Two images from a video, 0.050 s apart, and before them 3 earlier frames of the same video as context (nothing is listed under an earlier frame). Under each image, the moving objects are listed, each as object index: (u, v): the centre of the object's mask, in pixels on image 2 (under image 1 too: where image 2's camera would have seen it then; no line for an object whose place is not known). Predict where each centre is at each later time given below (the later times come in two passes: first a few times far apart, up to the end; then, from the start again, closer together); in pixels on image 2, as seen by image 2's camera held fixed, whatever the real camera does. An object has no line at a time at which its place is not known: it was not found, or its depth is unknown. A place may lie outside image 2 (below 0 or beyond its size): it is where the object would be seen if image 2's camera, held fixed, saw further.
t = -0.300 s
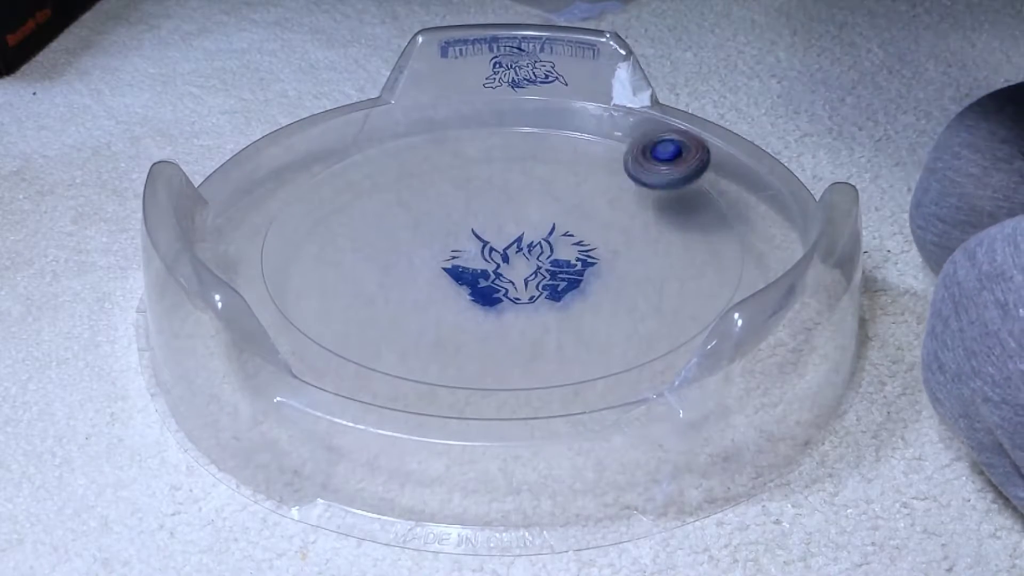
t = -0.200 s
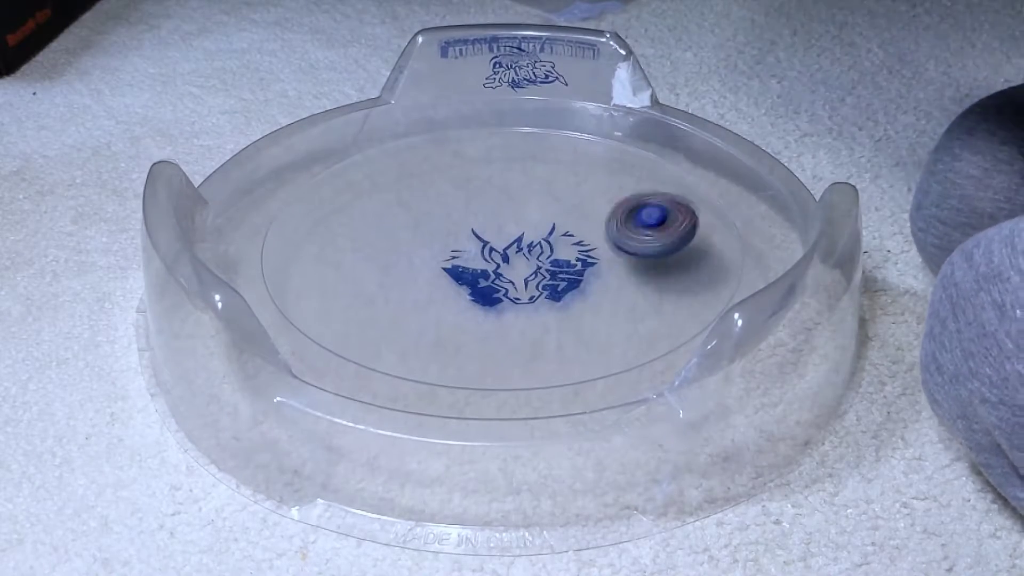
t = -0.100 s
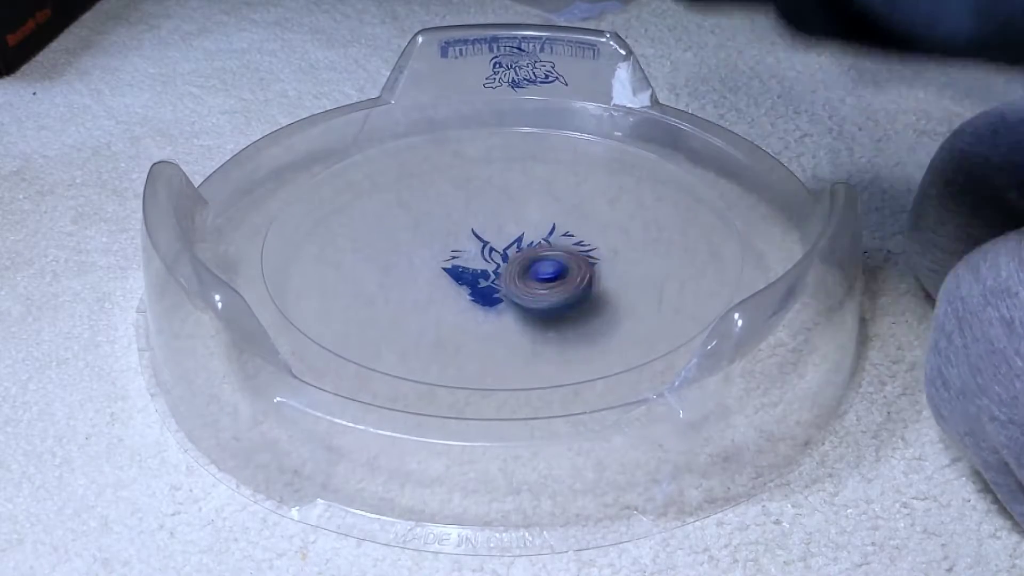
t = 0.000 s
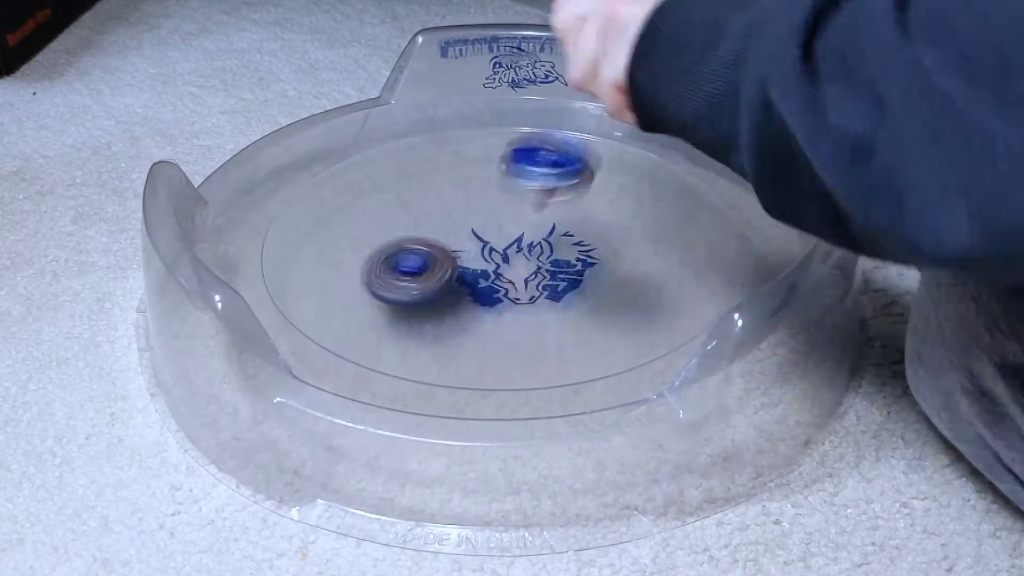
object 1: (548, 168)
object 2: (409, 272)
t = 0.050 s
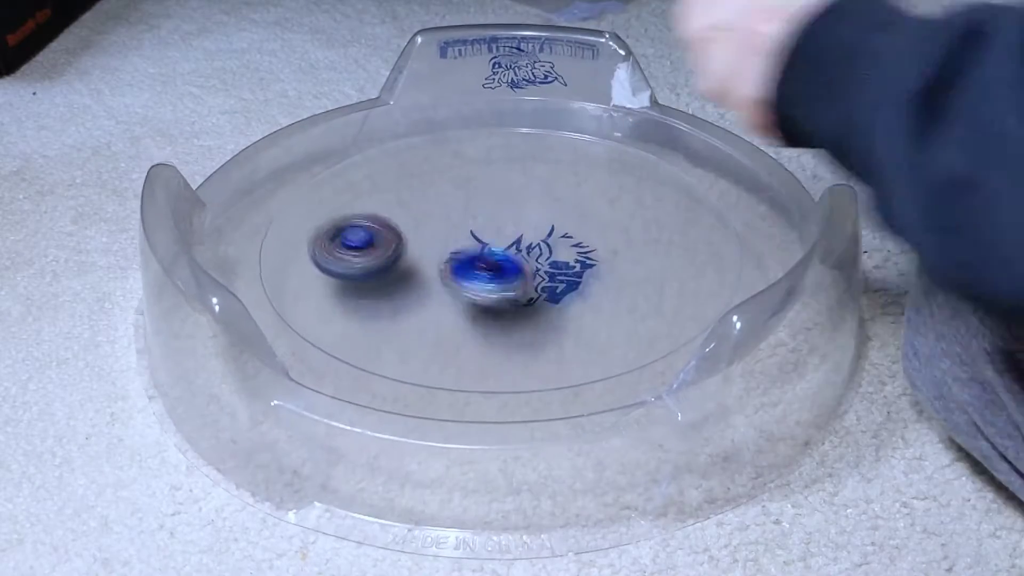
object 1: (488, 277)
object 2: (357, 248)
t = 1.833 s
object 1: (385, 270)
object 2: (453, 235)
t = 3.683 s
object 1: (656, 162)
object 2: (570, 224)
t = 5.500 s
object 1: (419, 308)
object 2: (398, 135)
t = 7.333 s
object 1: (618, 170)
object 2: (474, 283)
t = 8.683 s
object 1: (464, 305)
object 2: (508, 207)
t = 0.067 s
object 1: (476, 247)
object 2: (343, 236)
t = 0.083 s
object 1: (468, 226)
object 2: (332, 226)
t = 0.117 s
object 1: (448, 194)
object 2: (315, 203)
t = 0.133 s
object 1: (438, 186)
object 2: (310, 191)
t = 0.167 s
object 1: (422, 183)
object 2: (305, 170)
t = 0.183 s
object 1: (416, 188)
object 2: (308, 160)
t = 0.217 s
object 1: (401, 213)
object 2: (328, 147)
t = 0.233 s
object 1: (394, 227)
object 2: (341, 145)
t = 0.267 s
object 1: (382, 212)
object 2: (371, 138)
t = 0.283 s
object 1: (375, 211)
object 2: (385, 135)
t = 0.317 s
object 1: (366, 221)
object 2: (410, 127)
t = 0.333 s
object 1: (361, 233)
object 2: (424, 124)
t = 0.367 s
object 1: (357, 245)
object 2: (451, 120)
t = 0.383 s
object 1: (356, 251)
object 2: (465, 120)
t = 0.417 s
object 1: (357, 270)
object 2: (495, 124)
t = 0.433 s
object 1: (360, 276)
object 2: (509, 128)
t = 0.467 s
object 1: (373, 291)
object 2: (536, 139)
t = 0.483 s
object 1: (385, 296)
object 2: (551, 147)
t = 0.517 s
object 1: (418, 303)
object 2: (575, 167)
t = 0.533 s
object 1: (437, 304)
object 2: (586, 177)
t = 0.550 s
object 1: (456, 303)
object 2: (594, 188)
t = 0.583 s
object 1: (488, 296)
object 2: (606, 212)
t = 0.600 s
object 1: (500, 290)
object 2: (608, 224)
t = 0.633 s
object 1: (517, 274)
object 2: (605, 249)
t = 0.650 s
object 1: (507, 265)
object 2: (622, 253)
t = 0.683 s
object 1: (479, 247)
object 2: (677, 263)
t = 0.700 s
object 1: (465, 241)
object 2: (696, 263)
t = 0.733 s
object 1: (440, 226)
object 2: (728, 269)
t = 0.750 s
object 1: (430, 220)
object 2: (728, 265)
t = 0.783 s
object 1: (405, 212)
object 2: (722, 268)
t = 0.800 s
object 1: (393, 209)
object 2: (716, 275)
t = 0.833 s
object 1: (364, 206)
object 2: (696, 286)
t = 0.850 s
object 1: (350, 207)
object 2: (681, 289)
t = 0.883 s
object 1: (324, 211)
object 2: (644, 295)
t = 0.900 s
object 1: (312, 215)
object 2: (627, 295)
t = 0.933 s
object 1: (293, 226)
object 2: (590, 301)
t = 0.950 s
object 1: (288, 232)
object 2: (572, 302)
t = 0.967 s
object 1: (284, 239)
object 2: (556, 303)
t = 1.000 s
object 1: (285, 254)
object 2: (525, 301)
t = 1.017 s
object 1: (291, 261)
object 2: (510, 301)
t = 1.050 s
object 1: (314, 275)
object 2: (488, 298)
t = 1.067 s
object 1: (330, 280)
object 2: (479, 296)
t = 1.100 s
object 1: (366, 289)
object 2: (466, 290)
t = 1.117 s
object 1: (368, 290)
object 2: (478, 283)
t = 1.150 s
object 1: (371, 296)
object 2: (508, 276)
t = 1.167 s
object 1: (378, 297)
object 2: (521, 268)
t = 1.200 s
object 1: (400, 300)
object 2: (541, 257)
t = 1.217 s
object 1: (415, 299)
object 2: (551, 251)
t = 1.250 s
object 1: (443, 294)
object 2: (572, 244)
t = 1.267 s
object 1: (455, 291)
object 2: (581, 240)
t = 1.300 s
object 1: (473, 279)
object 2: (602, 236)
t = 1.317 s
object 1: (479, 272)
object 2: (613, 234)
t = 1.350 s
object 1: (484, 256)
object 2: (633, 234)
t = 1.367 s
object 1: (483, 247)
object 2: (641, 236)
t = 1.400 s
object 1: (476, 230)
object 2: (659, 240)
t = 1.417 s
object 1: (470, 222)
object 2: (666, 243)
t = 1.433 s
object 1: (462, 213)
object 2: (673, 248)
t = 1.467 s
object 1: (441, 198)
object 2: (681, 258)
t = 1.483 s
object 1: (429, 192)
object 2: (682, 265)
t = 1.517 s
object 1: (402, 183)
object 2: (678, 279)
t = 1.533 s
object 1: (388, 180)
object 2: (671, 285)
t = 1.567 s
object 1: (361, 178)
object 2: (649, 297)
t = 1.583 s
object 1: (347, 179)
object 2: (634, 302)
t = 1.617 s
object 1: (322, 183)
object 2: (600, 310)
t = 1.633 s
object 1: (312, 187)
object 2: (581, 311)
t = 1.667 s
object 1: (297, 197)
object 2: (544, 309)
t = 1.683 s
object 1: (294, 204)
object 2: (526, 306)
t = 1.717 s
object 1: (295, 219)
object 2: (495, 296)
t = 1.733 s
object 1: (300, 226)
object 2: (481, 290)
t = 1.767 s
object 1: (318, 242)
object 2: (465, 275)
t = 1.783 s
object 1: (332, 250)
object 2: (457, 264)
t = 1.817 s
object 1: (365, 265)
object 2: (453, 247)
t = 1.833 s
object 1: (385, 270)
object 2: (453, 235)
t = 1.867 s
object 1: (424, 274)
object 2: (456, 215)
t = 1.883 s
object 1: (444, 274)
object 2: (462, 204)
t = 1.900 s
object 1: (462, 272)
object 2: (468, 194)
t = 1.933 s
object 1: (495, 263)
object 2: (486, 177)
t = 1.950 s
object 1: (510, 255)
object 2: (496, 169)
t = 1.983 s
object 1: (533, 238)
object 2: (521, 155)
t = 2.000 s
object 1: (541, 226)
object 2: (534, 148)
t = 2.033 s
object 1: (550, 204)
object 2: (562, 139)
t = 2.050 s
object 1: (550, 192)
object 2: (575, 135)
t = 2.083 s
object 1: (540, 171)
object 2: (607, 129)
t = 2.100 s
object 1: (531, 163)
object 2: (623, 128)
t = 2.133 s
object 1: (510, 146)
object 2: (647, 134)
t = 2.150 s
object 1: (497, 139)
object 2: (657, 143)
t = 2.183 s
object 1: (472, 129)
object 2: (678, 154)
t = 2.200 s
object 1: (459, 126)
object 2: (685, 160)
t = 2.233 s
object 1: (434, 121)
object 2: (700, 173)
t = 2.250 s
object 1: (420, 121)
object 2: (705, 180)
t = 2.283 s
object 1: (397, 124)
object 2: (708, 198)
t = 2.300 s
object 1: (385, 127)
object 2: (707, 207)
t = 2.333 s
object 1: (368, 137)
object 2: (696, 226)
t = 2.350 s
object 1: (361, 143)
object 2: (687, 237)
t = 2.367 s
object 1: (357, 151)
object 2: (677, 247)
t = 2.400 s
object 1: (353, 169)
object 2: (648, 266)
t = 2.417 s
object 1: (354, 179)
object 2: (632, 274)
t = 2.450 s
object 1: (362, 203)
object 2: (593, 288)
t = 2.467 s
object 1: (369, 215)
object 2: (572, 292)
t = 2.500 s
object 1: (392, 237)
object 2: (528, 296)
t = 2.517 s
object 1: (407, 246)
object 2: (506, 296)
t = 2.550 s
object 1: (433, 247)
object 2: (478, 305)
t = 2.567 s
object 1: (443, 239)
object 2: (473, 317)
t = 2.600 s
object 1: (460, 227)
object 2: (463, 340)
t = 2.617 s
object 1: (469, 222)
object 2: (456, 351)
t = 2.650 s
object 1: (487, 210)
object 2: (444, 351)
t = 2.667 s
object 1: (494, 205)
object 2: (439, 353)
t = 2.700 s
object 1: (506, 193)
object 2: (429, 366)
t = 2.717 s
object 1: (510, 187)
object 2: (421, 365)
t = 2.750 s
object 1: (515, 174)
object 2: (405, 366)
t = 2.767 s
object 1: (515, 168)
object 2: (395, 366)
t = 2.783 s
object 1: (514, 161)
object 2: (383, 363)
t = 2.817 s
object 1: (508, 150)
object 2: (358, 358)
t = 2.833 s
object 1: (502, 145)
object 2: (344, 355)
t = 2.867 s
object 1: (489, 138)
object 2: (335, 339)
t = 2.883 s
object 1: (481, 136)
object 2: (339, 335)
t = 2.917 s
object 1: (465, 137)
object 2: (343, 328)
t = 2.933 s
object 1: (458, 139)
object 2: (345, 323)
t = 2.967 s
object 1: (447, 149)
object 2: (348, 312)
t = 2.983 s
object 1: (444, 155)
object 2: (349, 305)
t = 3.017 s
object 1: (441, 171)
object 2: (355, 290)
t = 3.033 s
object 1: (442, 180)
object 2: (361, 282)
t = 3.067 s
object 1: (451, 196)
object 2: (375, 267)
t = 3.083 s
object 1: (459, 203)
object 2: (385, 260)
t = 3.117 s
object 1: (480, 216)
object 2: (409, 246)
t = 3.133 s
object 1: (508, 211)
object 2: (400, 248)
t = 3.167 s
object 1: (573, 187)
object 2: (364, 257)
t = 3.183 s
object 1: (599, 174)
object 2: (351, 259)
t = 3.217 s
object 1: (636, 151)
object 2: (327, 266)
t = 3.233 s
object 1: (650, 139)
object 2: (320, 266)
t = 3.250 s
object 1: (655, 131)
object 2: (314, 270)
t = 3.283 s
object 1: (653, 124)
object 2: (306, 275)
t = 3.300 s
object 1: (654, 119)
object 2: (306, 277)
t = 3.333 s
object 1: (661, 106)
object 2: (311, 278)
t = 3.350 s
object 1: (666, 101)
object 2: (316, 277)
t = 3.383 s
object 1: (659, 94)
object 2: (329, 271)
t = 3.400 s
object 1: (653, 94)
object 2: (337, 267)
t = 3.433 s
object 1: (634, 97)
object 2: (355, 260)
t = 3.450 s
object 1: (623, 106)
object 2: (365, 255)
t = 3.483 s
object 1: (611, 116)
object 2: (387, 246)
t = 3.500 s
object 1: (606, 122)
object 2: (401, 242)
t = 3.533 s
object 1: (602, 132)
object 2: (430, 236)
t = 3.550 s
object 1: (603, 136)
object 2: (445, 232)
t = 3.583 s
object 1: (609, 144)
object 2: (477, 227)
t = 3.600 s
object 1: (615, 149)
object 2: (493, 226)
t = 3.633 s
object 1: (629, 155)
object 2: (524, 223)
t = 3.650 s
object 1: (637, 159)
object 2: (539, 223)
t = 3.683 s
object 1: (656, 162)
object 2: (570, 224)
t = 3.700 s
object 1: (666, 164)
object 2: (584, 225)
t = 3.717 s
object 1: (676, 166)
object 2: (597, 227)
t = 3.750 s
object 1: (697, 166)
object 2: (622, 232)
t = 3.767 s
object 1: (700, 167)
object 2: (634, 235)
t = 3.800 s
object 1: (698, 175)
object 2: (658, 242)
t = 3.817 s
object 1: (694, 179)
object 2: (668, 246)
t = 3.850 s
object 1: (692, 185)
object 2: (685, 254)
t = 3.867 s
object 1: (694, 188)
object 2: (692, 260)
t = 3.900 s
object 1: (701, 195)
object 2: (702, 272)
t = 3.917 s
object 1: (707, 198)
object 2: (706, 278)
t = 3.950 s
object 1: (722, 202)
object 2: (700, 289)
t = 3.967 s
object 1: (727, 204)
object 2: (691, 296)
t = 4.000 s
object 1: (720, 210)
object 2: (673, 307)
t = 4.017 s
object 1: (719, 211)
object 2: (663, 313)
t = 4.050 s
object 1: (722, 217)
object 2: (636, 320)
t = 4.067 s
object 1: (726, 219)
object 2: (622, 323)
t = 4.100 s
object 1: (727, 222)
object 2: (591, 325)
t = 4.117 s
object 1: (722, 225)
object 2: (576, 324)
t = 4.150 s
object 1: (717, 229)
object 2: (544, 321)
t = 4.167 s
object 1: (717, 231)
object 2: (529, 318)
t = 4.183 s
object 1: (717, 233)
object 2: (514, 314)
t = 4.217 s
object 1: (720, 242)
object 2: (492, 303)
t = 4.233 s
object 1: (724, 244)
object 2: (482, 296)
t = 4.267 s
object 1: (725, 248)
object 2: (470, 281)
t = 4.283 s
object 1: (719, 251)
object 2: (467, 274)
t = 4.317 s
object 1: (712, 255)
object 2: (463, 257)
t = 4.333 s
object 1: (710, 258)
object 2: (464, 249)
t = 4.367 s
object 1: (708, 264)
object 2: (467, 233)
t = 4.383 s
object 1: (708, 269)
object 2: (471, 223)
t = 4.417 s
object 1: (711, 277)
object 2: (481, 207)
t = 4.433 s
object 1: (709, 279)
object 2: (488, 200)
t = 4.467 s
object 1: (701, 282)
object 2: (503, 187)
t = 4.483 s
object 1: (699, 285)
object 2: (513, 180)
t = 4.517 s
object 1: (695, 290)
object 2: (532, 170)
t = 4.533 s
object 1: (694, 293)
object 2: (543, 166)
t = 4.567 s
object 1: (686, 296)
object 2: (566, 157)
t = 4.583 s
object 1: (681, 296)
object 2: (578, 154)
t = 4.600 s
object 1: (676, 297)
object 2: (590, 151)
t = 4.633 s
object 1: (667, 301)
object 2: (614, 148)
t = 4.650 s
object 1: (662, 304)
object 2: (625, 147)
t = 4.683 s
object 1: (652, 310)
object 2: (647, 147)
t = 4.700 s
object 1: (647, 315)
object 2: (657, 148)
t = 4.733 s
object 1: (637, 322)
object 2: (677, 155)
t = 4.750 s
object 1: (631, 326)
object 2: (684, 159)
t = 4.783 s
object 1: (622, 332)
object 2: (695, 170)
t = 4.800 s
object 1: (616, 333)
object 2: (697, 176)
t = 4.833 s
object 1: (606, 333)
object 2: (695, 191)
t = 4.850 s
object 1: (601, 334)
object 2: (692, 200)
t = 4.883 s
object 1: (589, 336)
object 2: (681, 216)
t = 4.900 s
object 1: (583, 338)
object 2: (674, 225)
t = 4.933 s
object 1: (569, 341)
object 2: (653, 242)
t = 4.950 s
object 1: (561, 343)
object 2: (641, 250)
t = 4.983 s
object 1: (547, 346)
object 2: (611, 264)
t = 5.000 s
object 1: (539, 347)
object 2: (596, 270)
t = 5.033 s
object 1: (525, 348)
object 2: (563, 279)
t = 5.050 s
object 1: (518, 350)
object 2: (545, 282)
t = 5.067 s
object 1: (512, 350)
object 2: (526, 282)
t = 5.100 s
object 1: (499, 350)
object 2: (492, 282)
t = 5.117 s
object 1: (494, 350)
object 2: (474, 280)
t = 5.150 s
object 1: (483, 349)
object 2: (444, 274)
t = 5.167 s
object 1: (476, 349)
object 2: (430, 268)
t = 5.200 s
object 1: (465, 348)
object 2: (402, 256)
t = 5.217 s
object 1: (459, 347)
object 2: (393, 251)
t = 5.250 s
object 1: (448, 345)
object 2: (374, 236)
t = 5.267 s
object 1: (443, 344)
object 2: (367, 229)
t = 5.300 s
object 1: (433, 340)
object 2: (359, 213)
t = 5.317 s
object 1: (430, 339)
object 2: (356, 205)
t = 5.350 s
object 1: (423, 334)
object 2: (354, 189)
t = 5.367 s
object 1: (421, 332)
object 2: (355, 181)
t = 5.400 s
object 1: (417, 326)
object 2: (359, 166)
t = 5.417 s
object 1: (416, 324)
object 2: (364, 160)
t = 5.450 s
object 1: (416, 317)
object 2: (374, 148)
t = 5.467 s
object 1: (417, 315)
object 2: (381, 143)
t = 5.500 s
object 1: (419, 308)
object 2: (398, 135)
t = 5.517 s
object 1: (420, 304)
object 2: (409, 133)
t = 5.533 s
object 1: (419, 301)
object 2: (419, 132)
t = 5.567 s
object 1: (418, 292)
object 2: (443, 132)
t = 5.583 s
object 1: (416, 288)
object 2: (454, 134)
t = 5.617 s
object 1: (410, 279)
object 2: (480, 139)
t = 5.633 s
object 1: (407, 276)
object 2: (493, 143)
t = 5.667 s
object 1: (400, 266)
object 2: (517, 154)
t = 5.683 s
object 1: (396, 262)
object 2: (528, 160)
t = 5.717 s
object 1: (386, 254)
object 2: (549, 173)
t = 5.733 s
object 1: (381, 250)
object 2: (558, 181)
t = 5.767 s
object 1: (371, 243)
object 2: (574, 198)
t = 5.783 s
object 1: (366, 239)
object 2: (579, 207)
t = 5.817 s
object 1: (356, 233)
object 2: (588, 226)
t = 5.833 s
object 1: (352, 231)
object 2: (590, 234)
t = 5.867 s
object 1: (343, 227)
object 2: (592, 250)
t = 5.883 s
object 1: (339, 226)
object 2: (591, 259)
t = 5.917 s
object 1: (334, 224)
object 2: (585, 275)
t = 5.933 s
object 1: (333, 224)
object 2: (581, 283)
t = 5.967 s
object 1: (334, 225)
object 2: (567, 295)
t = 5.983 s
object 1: (337, 225)
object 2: (559, 302)
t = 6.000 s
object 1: (340, 226)
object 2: (550, 307)
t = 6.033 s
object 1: (350, 228)
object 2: (528, 318)
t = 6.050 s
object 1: (356, 229)
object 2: (516, 322)
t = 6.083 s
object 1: (370, 230)
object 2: (488, 328)
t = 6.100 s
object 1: (378, 230)
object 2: (473, 330)
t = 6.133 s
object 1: (394, 228)
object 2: (442, 332)
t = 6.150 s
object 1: (401, 226)
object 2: (427, 332)
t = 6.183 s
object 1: (416, 223)
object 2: (397, 329)
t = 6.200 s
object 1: (423, 220)
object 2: (383, 326)
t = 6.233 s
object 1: (434, 213)
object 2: (357, 319)
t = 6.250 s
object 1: (439, 209)
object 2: (346, 314)
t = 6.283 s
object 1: (447, 201)
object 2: (330, 302)
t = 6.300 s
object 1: (452, 196)
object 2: (325, 296)
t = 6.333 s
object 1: (457, 188)
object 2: (320, 283)
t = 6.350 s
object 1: (458, 183)
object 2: (320, 276)
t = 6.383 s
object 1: (461, 175)
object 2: (328, 262)
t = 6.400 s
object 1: (461, 171)
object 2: (333, 256)
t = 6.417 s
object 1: (461, 167)
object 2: (339, 249)
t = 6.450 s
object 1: (460, 160)
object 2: (357, 238)
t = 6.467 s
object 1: (459, 157)
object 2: (367, 233)
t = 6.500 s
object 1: (456, 152)
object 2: (391, 224)
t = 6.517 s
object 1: (455, 151)
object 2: (404, 221)
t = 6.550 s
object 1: (453, 151)
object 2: (429, 214)
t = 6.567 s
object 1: (451, 152)
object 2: (445, 211)
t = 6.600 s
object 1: (449, 150)
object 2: (473, 210)
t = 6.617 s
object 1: (448, 149)
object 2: (488, 211)
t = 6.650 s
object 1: (447, 149)
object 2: (519, 215)
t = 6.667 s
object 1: (448, 149)
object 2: (534, 214)
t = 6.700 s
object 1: (449, 152)
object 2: (562, 213)
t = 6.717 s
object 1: (450, 154)
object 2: (576, 214)
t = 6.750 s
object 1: (455, 159)
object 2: (602, 215)
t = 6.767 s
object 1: (458, 163)
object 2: (616, 216)
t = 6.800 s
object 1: (468, 170)
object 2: (638, 219)
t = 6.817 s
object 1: (473, 172)
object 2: (650, 222)
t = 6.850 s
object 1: (486, 178)
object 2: (670, 227)
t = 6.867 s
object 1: (494, 181)
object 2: (679, 230)
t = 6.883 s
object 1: (500, 182)
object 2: (687, 235)
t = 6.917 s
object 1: (516, 186)
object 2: (701, 243)
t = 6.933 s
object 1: (524, 186)
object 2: (707, 248)
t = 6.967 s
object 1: (539, 187)
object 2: (714, 258)
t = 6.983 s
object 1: (547, 187)
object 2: (715, 264)
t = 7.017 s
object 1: (561, 186)
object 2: (712, 275)
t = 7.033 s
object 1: (569, 185)
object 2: (706, 281)
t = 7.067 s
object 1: (581, 183)
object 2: (690, 292)
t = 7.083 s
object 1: (588, 181)
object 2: (680, 298)
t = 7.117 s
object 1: (599, 177)
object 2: (654, 305)
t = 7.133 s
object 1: (604, 175)
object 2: (639, 308)
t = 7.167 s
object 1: (612, 170)
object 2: (608, 312)
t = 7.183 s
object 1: (615, 168)
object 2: (593, 313)
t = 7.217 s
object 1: (619, 166)
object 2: (560, 312)
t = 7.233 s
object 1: (620, 165)
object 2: (546, 310)
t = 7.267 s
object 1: (621, 165)
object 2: (517, 304)
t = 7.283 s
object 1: (621, 166)
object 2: (505, 299)
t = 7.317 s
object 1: (619, 168)
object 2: (481, 289)
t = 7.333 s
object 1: (618, 170)
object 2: (474, 283)
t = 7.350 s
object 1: (615, 172)
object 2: (466, 277)
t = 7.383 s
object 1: (610, 179)
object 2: (453, 262)
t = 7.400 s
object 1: (608, 182)
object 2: (449, 254)
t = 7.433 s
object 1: (604, 191)
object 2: (444, 239)
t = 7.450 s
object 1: (603, 196)
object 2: (443, 232)
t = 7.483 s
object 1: (601, 206)
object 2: (442, 217)
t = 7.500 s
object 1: (601, 210)
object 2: (444, 210)
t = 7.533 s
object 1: (603, 219)
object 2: (449, 197)
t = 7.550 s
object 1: (604, 224)
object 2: (454, 190)
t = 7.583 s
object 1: (609, 232)
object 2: (464, 178)
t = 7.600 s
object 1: (611, 236)
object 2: (471, 173)
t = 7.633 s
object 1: (618, 243)
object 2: (484, 162)
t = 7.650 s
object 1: (621, 246)
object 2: (492, 158)
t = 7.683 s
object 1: (630, 252)
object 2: (509, 151)
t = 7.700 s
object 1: (634, 254)
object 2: (519, 148)
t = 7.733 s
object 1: (643, 258)
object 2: (538, 143)
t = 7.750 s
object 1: (648, 259)
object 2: (547, 142)
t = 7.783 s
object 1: (658, 260)
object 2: (567, 142)
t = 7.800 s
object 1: (661, 261)
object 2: (576, 144)
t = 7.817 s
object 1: (665, 261)
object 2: (585, 146)
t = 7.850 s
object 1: (670, 260)
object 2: (600, 155)
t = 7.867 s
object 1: (672, 260)
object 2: (606, 160)
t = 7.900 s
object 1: (672, 260)
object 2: (615, 173)
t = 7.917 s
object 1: (669, 260)
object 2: (618, 180)
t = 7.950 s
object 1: (662, 259)
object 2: (619, 197)
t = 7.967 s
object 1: (658, 259)
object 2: (617, 205)
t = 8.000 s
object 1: (647, 260)
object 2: (606, 218)
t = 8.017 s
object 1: (644, 264)
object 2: (598, 223)
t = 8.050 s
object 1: (641, 274)
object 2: (577, 232)
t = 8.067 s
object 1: (638, 278)
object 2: (565, 237)
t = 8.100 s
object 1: (636, 284)
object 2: (538, 241)
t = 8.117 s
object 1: (635, 286)
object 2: (525, 245)
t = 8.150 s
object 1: (632, 292)
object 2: (501, 249)
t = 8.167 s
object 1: (630, 295)
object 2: (488, 250)
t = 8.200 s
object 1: (626, 299)
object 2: (462, 248)
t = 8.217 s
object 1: (625, 301)
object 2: (452, 248)
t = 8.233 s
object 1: (623, 303)
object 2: (438, 243)
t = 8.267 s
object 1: (620, 307)
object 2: (419, 237)
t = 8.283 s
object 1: (616, 308)
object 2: (409, 233)
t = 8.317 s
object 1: (610, 310)
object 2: (392, 221)
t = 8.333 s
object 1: (606, 311)
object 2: (386, 215)
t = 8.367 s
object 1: (598, 311)
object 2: (378, 203)
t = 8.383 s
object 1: (592, 311)
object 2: (376, 198)
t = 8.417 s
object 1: (582, 311)
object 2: (376, 187)
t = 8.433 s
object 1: (577, 311)
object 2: (379, 182)
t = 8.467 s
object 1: (564, 310)
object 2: (389, 173)
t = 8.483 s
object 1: (558, 310)
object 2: (396, 171)
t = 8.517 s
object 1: (542, 309)
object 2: (414, 168)
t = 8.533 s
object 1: (534, 309)
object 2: (425, 168)
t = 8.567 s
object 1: (519, 308)
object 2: (445, 172)
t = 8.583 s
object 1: (509, 308)
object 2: (454, 175)
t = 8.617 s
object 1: (494, 307)
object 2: (475, 184)
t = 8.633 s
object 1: (486, 307)
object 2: (484, 188)
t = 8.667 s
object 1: (471, 306)
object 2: (500, 200)
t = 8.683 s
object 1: (464, 305)
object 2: (508, 207)
